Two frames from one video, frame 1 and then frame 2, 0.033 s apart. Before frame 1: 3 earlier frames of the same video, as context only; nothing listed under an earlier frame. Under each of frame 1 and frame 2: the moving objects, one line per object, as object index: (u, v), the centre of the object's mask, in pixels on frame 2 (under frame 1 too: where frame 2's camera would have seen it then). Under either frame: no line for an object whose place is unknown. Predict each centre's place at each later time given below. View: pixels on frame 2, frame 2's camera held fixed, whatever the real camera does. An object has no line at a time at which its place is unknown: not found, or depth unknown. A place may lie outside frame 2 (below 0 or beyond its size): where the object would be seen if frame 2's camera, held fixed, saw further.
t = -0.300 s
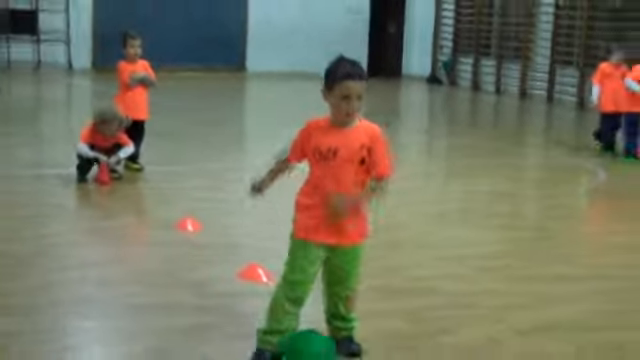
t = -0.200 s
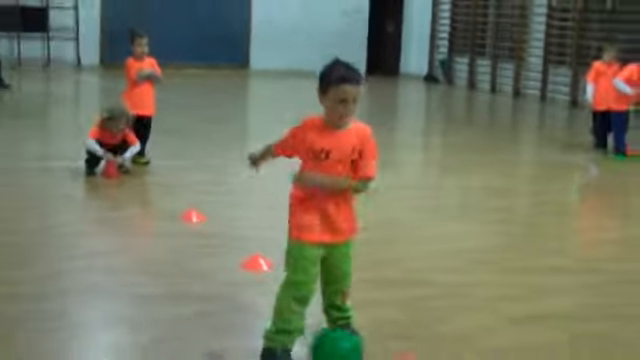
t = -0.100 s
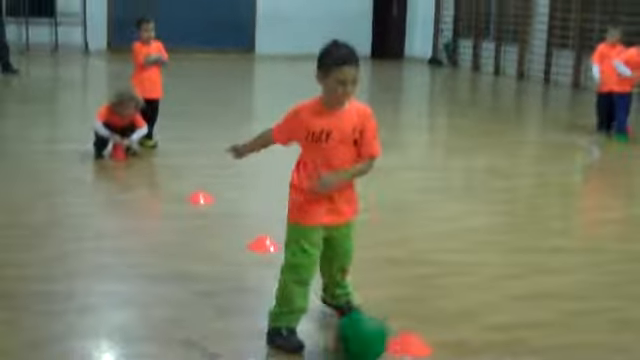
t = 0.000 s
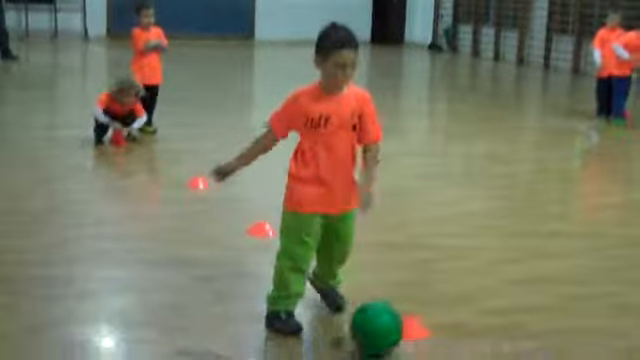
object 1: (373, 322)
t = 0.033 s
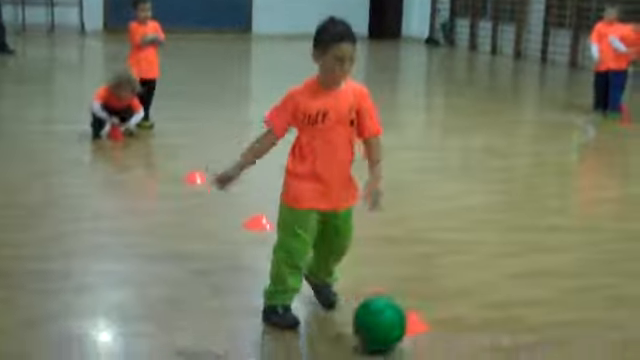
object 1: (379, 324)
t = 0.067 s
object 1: (385, 327)
